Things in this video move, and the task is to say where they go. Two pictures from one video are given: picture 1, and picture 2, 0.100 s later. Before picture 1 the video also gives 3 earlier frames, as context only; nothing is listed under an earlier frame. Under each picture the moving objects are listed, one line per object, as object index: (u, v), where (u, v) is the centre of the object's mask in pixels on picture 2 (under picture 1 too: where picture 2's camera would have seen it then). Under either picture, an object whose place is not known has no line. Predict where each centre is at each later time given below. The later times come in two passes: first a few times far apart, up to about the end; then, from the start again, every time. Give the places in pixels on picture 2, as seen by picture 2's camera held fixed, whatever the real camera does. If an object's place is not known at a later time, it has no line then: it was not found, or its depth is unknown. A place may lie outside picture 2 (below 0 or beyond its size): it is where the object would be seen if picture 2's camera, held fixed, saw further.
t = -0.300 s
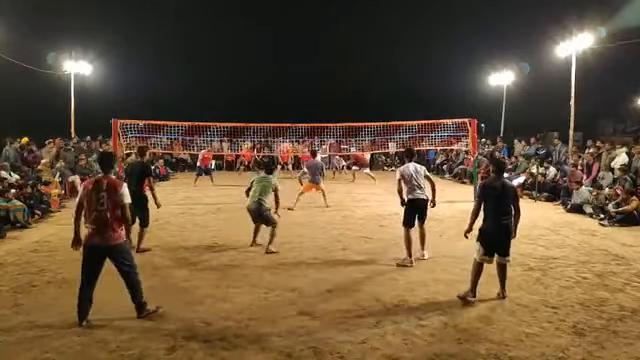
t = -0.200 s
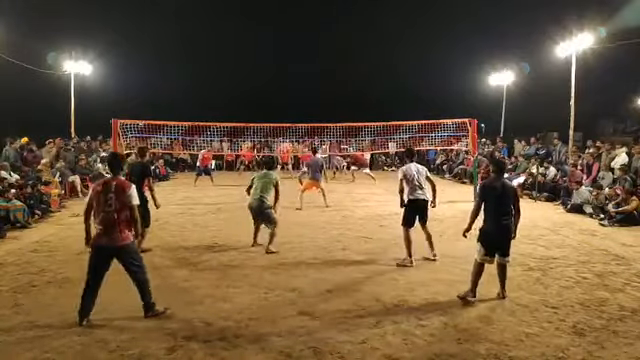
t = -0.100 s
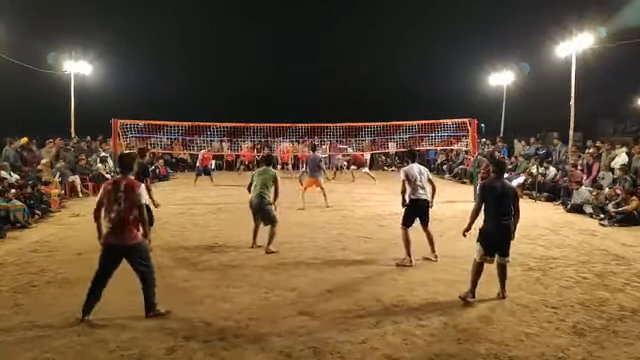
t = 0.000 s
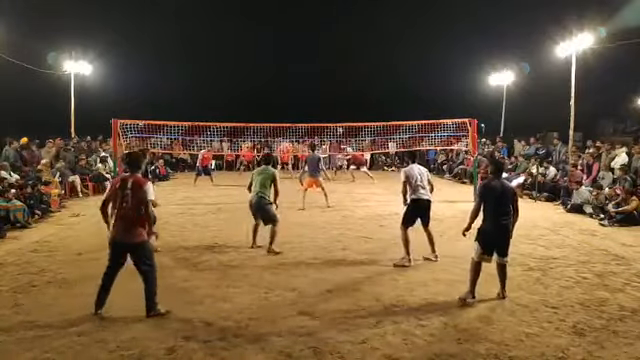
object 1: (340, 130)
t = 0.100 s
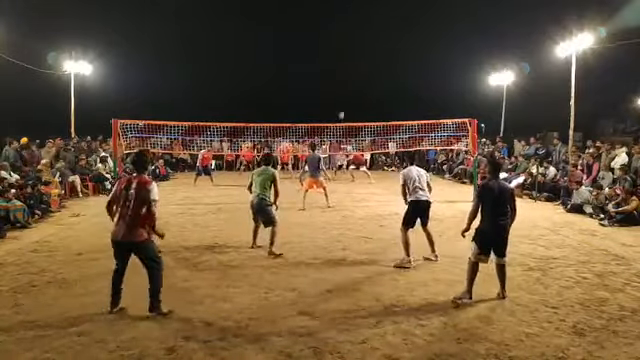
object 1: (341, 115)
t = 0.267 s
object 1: (345, 92)
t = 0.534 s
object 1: (354, 68)
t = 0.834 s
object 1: (373, 70)
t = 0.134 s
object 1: (342, 110)
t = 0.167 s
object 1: (342, 106)
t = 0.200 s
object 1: (343, 101)
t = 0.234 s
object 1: (344, 97)
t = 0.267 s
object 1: (345, 92)
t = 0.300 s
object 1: (346, 88)
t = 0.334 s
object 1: (347, 85)
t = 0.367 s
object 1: (348, 81)
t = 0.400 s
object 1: (349, 78)
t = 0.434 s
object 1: (350, 75)
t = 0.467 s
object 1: (351, 72)
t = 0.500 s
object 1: (353, 70)
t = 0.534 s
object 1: (354, 68)
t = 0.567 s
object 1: (356, 66)
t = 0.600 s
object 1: (358, 65)
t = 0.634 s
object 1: (359, 64)
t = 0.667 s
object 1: (361, 64)
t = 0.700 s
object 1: (363, 64)
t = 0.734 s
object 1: (365, 64)
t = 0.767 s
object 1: (368, 66)
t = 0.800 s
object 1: (371, 68)
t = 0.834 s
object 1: (373, 70)
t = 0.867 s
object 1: (376, 73)
